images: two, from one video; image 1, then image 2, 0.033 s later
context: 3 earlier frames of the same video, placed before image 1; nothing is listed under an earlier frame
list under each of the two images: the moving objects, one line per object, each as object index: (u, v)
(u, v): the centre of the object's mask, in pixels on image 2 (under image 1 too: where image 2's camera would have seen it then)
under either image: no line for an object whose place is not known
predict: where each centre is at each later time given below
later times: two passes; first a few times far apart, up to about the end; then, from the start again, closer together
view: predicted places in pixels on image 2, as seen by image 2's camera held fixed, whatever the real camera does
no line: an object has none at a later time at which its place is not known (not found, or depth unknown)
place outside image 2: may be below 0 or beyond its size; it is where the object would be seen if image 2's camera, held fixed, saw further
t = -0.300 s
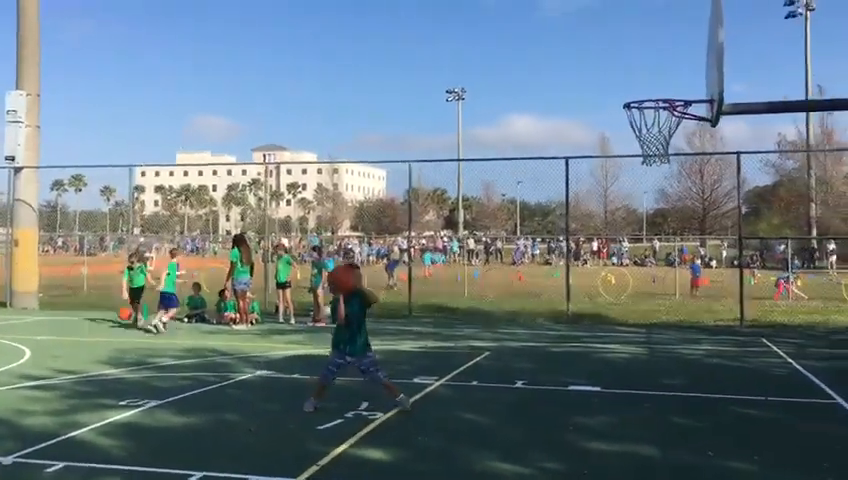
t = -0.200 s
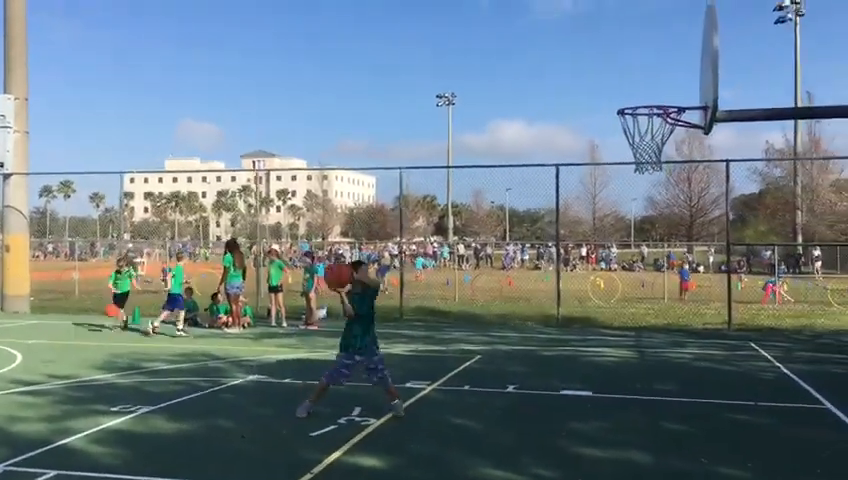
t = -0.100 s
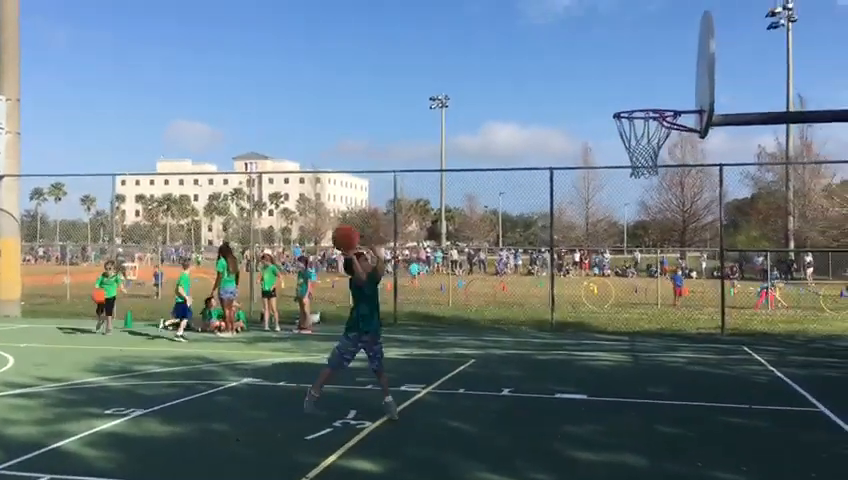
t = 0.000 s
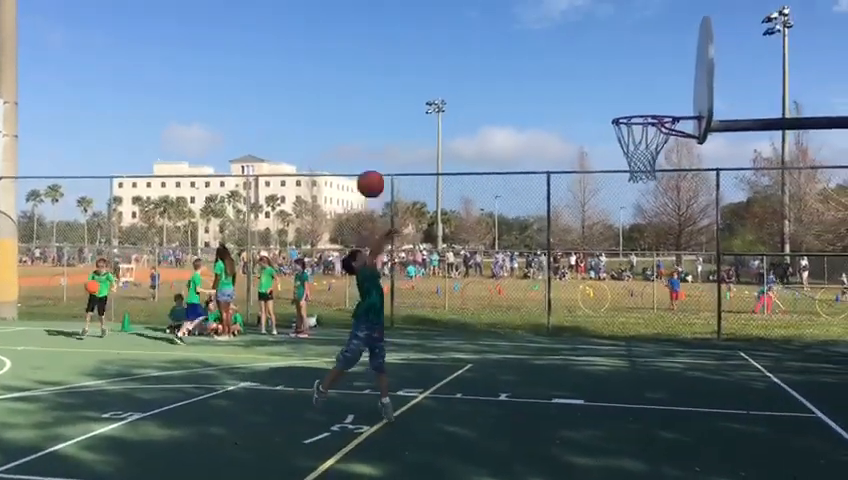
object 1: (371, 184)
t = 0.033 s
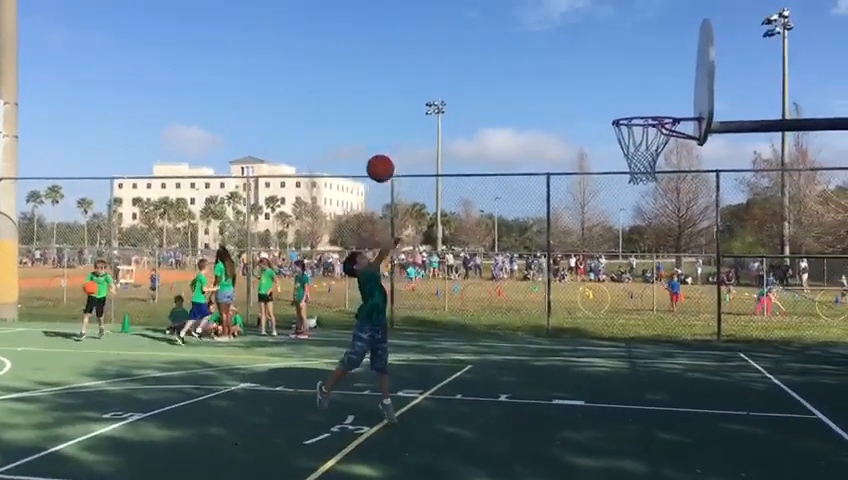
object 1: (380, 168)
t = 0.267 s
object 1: (448, 86)
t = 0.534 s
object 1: (528, 73)
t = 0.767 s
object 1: (600, 140)
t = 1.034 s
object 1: (685, 315)
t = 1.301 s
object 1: (744, 369)
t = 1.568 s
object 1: (771, 246)
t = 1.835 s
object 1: (796, 224)
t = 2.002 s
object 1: (812, 266)
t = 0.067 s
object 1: (389, 153)
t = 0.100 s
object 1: (399, 139)
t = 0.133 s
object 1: (409, 125)
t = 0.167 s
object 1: (419, 113)
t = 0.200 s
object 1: (429, 103)
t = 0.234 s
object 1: (438, 94)
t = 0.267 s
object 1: (448, 86)
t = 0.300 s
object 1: (458, 79)
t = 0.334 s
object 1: (468, 74)
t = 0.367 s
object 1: (478, 70)
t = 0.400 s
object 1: (488, 68)
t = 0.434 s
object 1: (498, 67)
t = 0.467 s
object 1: (508, 67)
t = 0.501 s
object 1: (518, 69)
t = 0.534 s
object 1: (528, 73)
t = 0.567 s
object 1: (538, 77)
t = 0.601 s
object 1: (548, 84)
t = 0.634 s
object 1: (558, 92)
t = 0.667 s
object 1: (568, 101)
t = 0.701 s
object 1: (579, 112)
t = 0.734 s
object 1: (589, 125)
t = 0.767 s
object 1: (600, 140)
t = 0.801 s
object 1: (610, 155)
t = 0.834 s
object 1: (620, 174)
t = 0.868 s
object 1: (631, 193)
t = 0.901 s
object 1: (642, 214)
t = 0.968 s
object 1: (664, 262)
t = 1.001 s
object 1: (675, 288)
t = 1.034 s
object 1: (685, 315)
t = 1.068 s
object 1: (697, 344)
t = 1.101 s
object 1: (707, 375)
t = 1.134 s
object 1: (716, 407)
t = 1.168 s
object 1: (727, 442)
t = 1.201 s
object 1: (732, 444)
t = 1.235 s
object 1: (737, 418)
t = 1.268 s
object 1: (741, 392)
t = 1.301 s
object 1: (744, 369)
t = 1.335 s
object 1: (750, 346)
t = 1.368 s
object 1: (753, 327)
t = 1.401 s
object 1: (756, 309)
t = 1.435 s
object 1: (758, 294)
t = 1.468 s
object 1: (762, 279)
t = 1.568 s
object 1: (771, 246)
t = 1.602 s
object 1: (774, 239)
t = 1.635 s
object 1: (777, 232)
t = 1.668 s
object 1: (781, 226)
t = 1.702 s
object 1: (783, 222)
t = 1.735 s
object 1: (786, 220)
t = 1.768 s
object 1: (789, 220)
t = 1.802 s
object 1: (793, 222)
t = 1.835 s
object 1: (796, 224)
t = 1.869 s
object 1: (799, 229)
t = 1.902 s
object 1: (802, 235)
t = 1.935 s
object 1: (806, 243)
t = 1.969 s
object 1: (809, 253)
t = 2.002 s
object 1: (812, 266)
